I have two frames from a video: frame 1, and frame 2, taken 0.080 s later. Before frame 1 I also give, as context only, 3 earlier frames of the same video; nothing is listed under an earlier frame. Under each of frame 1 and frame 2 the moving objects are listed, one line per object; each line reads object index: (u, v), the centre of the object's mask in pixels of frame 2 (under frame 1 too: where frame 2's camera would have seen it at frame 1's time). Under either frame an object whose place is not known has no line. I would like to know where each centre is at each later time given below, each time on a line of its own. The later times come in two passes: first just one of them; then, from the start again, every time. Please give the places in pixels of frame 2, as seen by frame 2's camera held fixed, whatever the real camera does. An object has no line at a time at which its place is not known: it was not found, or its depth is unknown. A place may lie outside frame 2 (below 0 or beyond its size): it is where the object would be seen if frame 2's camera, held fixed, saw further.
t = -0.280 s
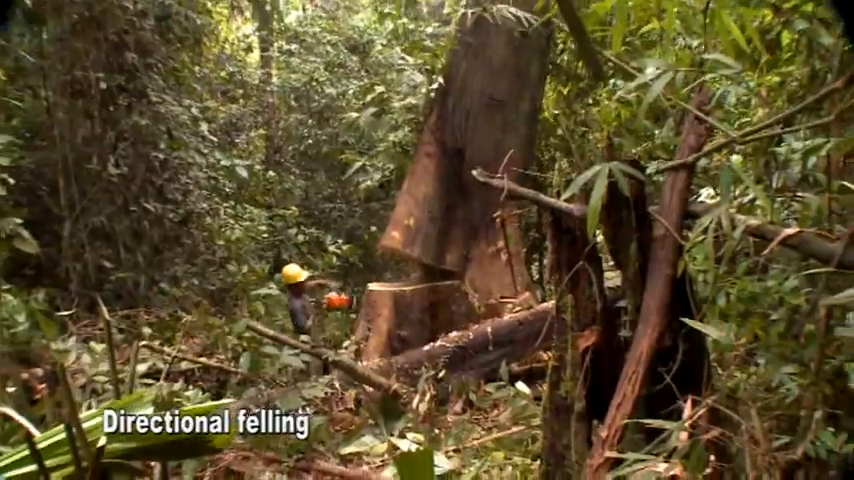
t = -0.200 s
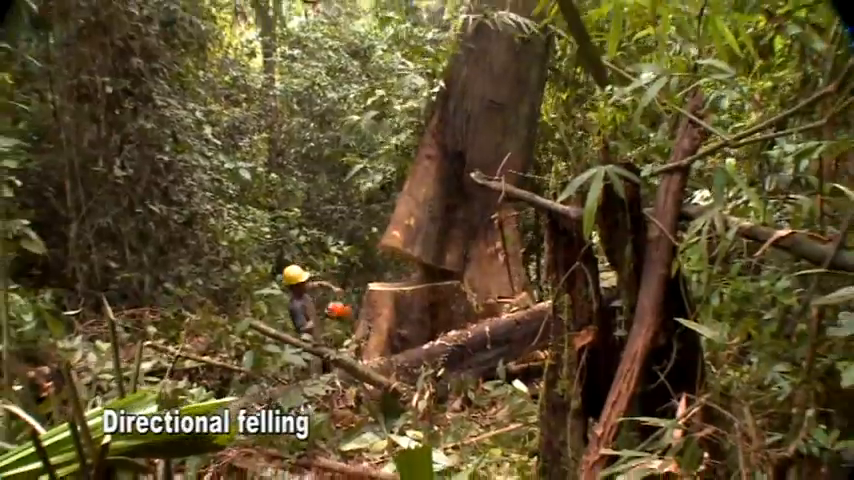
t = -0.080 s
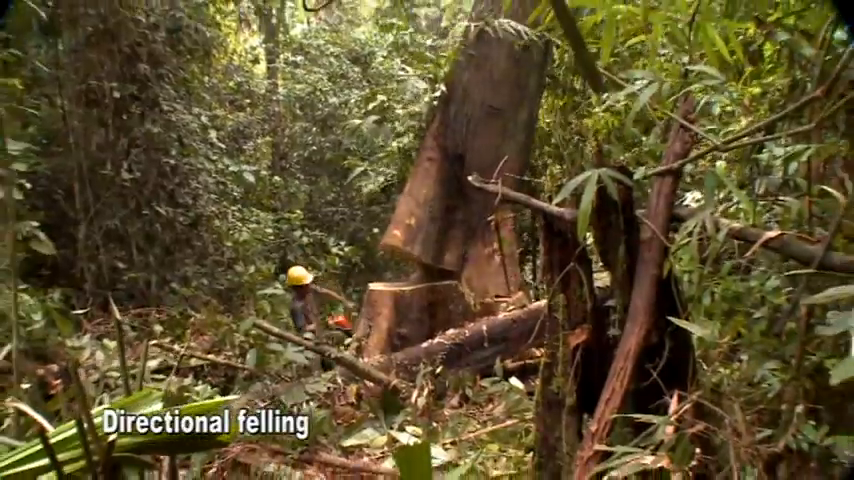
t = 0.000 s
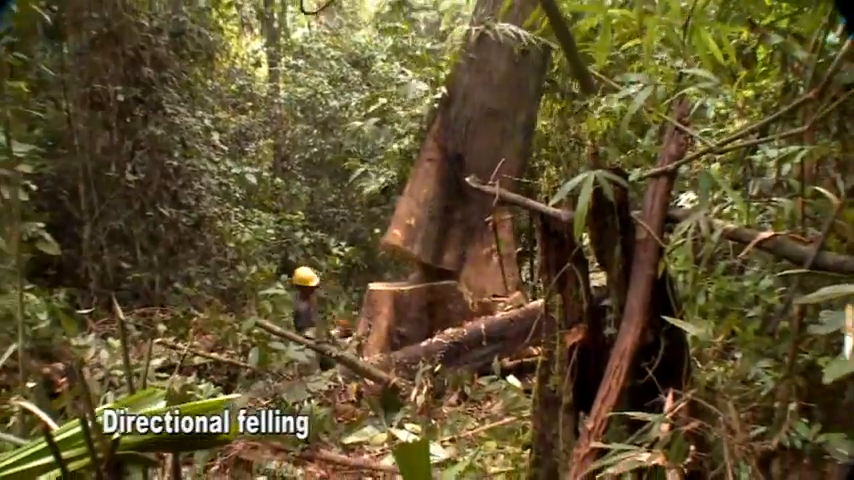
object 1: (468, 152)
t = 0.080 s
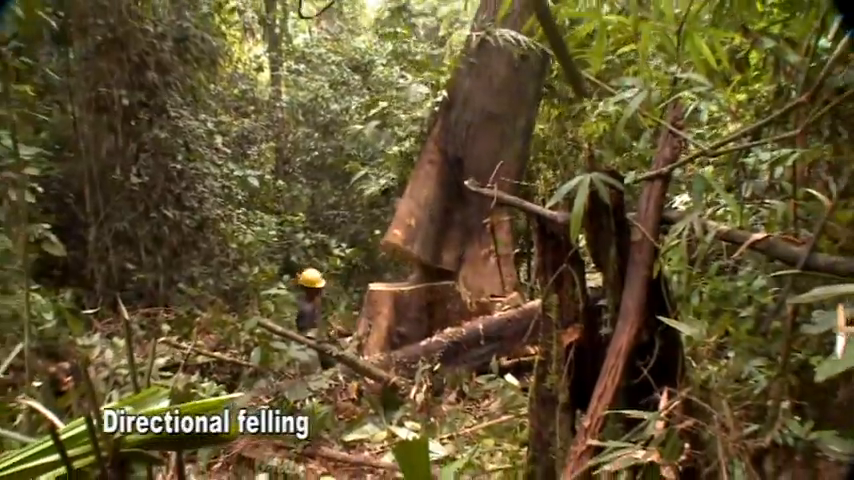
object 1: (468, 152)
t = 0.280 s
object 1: (469, 155)
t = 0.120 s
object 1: (469, 152)
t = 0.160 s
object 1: (469, 152)
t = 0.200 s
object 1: (471, 143)
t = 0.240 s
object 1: (469, 153)
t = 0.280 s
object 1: (469, 155)
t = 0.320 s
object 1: (469, 154)
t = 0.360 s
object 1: (468, 154)
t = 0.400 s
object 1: (468, 156)
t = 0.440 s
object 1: (468, 157)
